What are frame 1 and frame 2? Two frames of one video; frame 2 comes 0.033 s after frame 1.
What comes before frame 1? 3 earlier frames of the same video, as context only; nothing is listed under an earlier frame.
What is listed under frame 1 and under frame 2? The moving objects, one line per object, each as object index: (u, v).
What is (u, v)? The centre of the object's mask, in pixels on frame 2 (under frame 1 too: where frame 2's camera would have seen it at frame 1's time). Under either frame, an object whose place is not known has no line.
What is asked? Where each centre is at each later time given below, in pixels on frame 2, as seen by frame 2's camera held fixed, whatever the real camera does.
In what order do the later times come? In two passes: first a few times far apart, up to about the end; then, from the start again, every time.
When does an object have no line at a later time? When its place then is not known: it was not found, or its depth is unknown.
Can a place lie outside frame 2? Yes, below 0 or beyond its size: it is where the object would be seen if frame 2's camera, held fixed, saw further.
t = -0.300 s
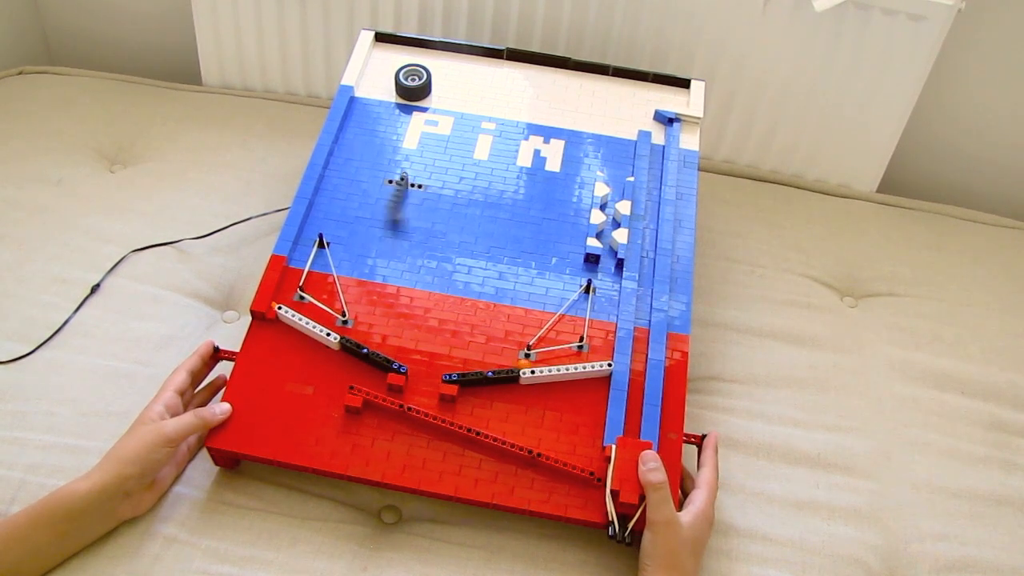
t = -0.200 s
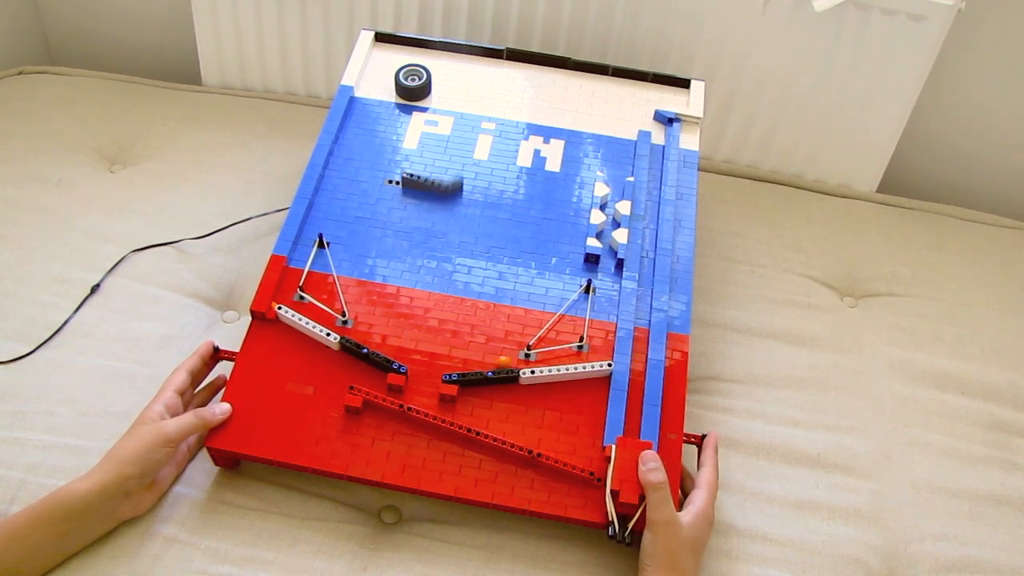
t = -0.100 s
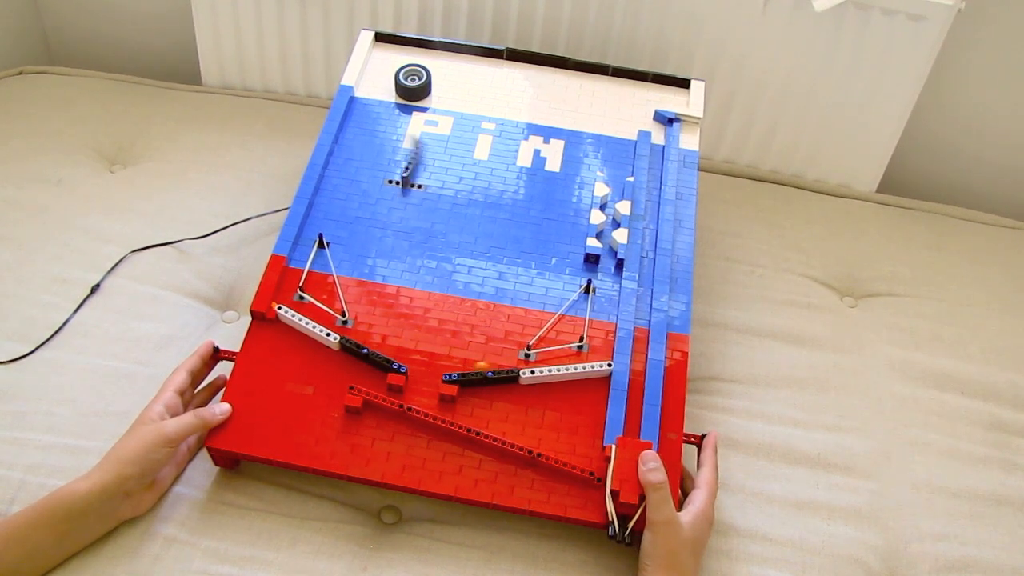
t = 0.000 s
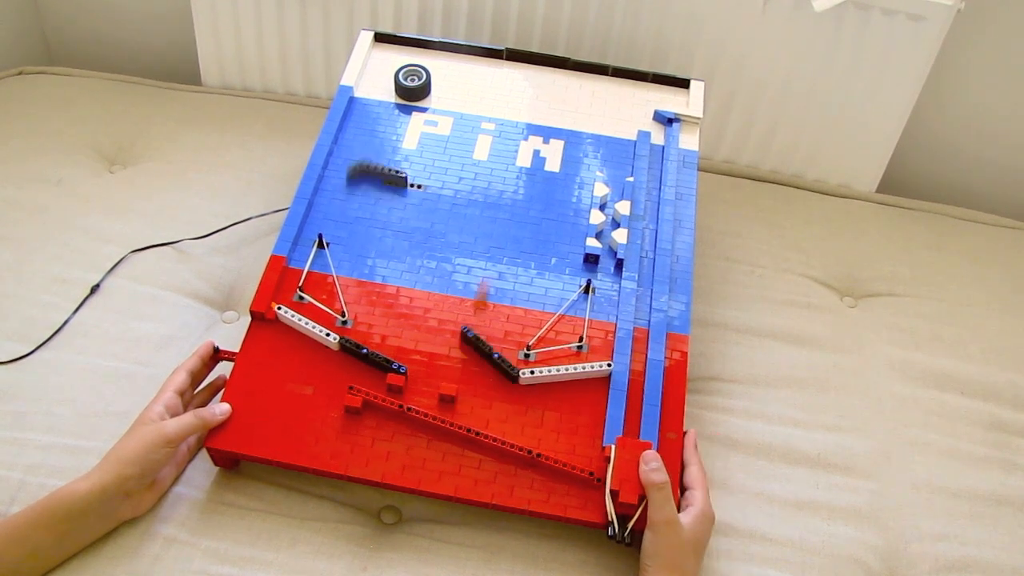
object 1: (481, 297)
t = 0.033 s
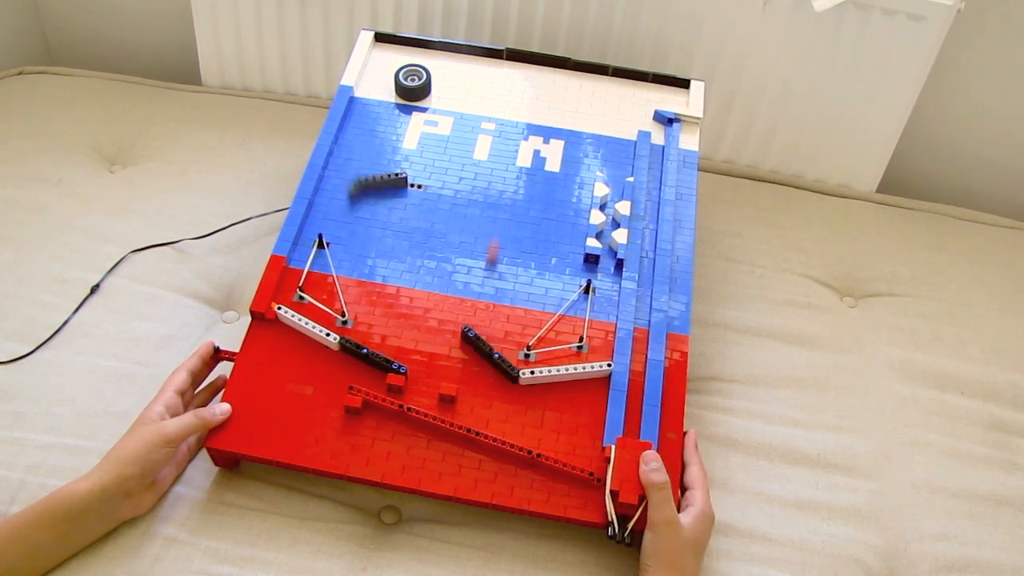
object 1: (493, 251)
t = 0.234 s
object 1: (525, 118)
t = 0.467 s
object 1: (538, 66)
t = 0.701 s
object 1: (529, 105)
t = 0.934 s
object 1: (501, 197)
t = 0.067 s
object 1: (501, 221)
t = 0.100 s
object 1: (507, 195)
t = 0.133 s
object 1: (513, 172)
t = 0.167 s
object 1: (517, 153)
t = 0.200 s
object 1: (522, 134)
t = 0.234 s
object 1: (525, 118)
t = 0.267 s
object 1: (529, 102)
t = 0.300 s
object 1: (531, 89)
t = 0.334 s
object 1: (533, 78)
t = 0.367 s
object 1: (536, 68)
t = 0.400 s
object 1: (537, 62)
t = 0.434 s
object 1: (538, 63)
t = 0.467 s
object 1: (538, 66)
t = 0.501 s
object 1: (538, 70)
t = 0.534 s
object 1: (537, 73)
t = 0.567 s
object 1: (536, 77)
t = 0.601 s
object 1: (535, 83)
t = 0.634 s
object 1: (533, 89)
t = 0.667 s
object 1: (532, 96)
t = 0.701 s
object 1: (529, 105)
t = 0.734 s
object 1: (527, 114)
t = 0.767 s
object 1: (523, 125)
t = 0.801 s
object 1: (520, 136)
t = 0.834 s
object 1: (516, 149)
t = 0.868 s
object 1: (511, 164)
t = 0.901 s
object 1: (506, 179)
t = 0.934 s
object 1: (501, 197)
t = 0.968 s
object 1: (496, 215)
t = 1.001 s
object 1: (490, 235)
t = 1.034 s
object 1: (483, 257)
